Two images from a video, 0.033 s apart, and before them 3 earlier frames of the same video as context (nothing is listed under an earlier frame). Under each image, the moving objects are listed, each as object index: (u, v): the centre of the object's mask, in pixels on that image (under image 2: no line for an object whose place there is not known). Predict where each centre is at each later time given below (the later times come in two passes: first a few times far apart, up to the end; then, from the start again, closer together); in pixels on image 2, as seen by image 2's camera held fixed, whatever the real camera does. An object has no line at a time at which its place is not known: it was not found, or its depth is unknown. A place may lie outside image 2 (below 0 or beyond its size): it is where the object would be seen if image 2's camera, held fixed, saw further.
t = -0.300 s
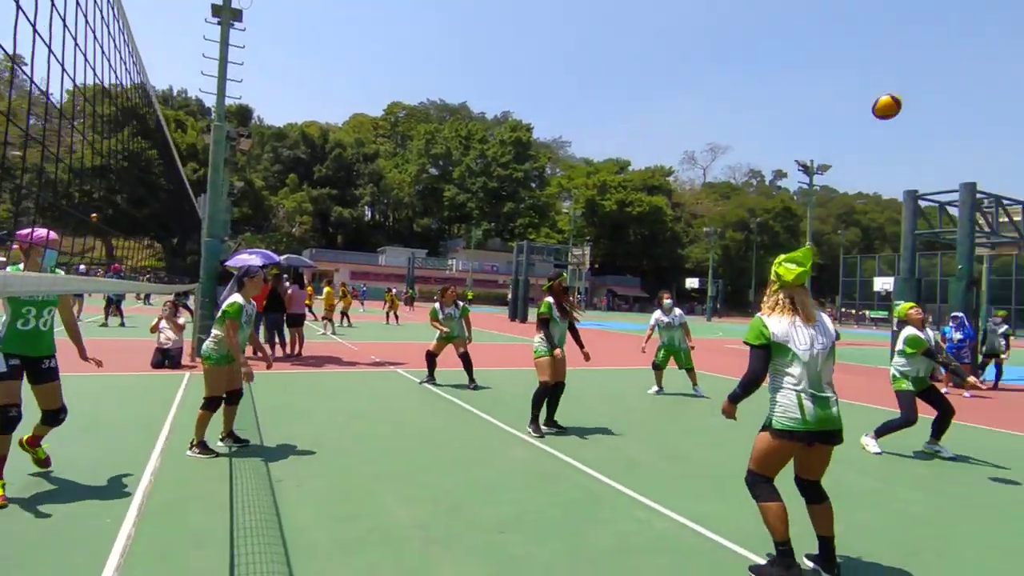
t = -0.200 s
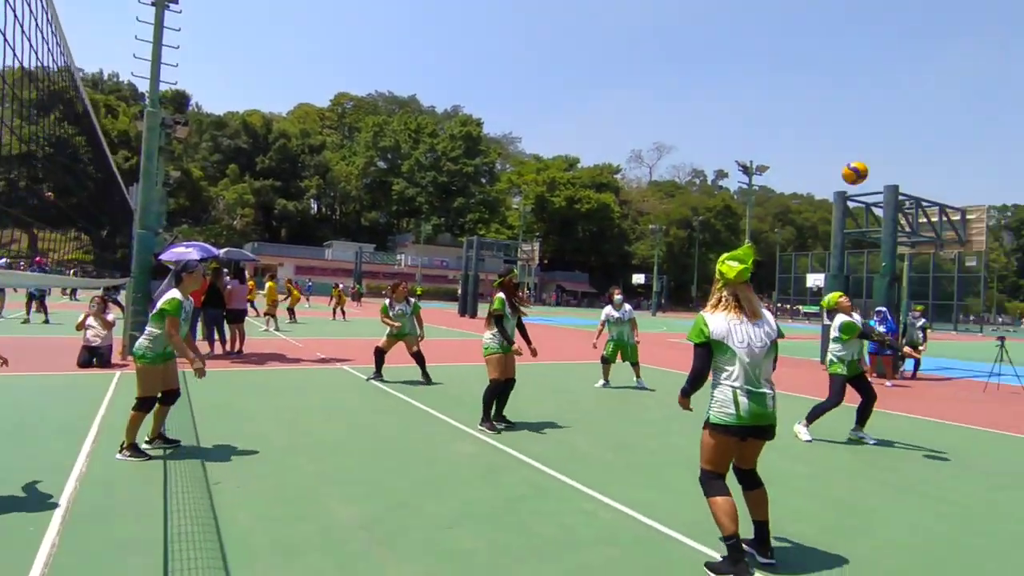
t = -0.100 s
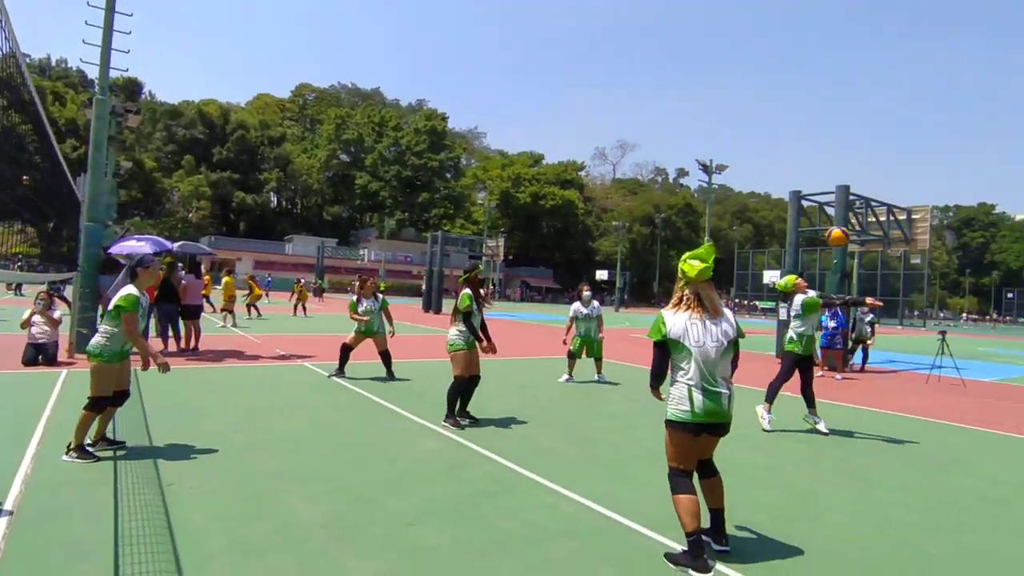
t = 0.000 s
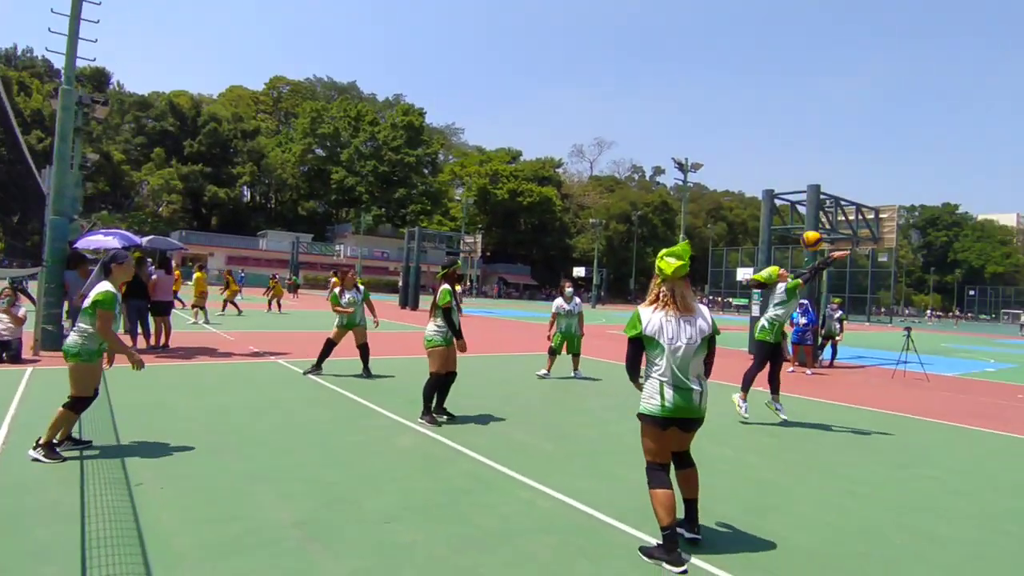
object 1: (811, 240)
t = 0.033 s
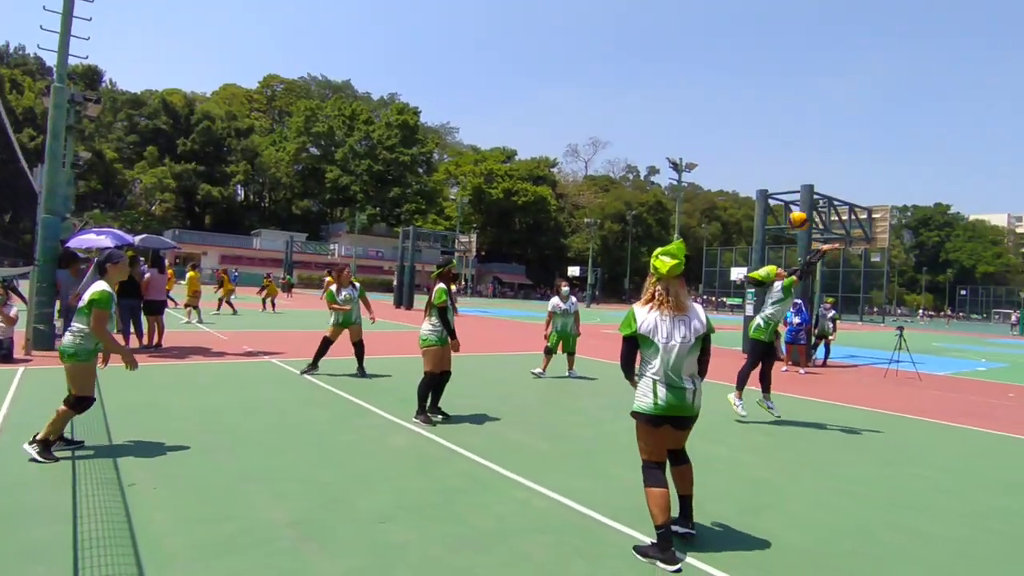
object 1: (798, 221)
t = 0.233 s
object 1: (753, 121)
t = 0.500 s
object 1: (689, 38)
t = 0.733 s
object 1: (625, 22)
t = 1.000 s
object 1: (543, 72)
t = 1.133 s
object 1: (498, 130)
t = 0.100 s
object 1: (783, 183)
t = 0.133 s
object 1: (775, 167)
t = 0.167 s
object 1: (768, 151)
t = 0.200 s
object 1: (761, 135)
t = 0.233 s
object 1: (753, 121)
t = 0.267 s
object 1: (746, 107)
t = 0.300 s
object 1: (738, 94)
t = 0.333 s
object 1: (731, 82)
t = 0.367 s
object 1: (723, 71)
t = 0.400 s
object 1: (714, 61)
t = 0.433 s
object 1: (706, 53)
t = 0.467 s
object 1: (698, 45)
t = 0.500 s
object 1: (689, 38)
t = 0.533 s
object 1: (680, 32)
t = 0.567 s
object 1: (671, 28)
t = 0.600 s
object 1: (663, 24)
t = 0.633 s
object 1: (653, 22)
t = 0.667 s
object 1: (644, 21)
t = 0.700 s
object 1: (634, 21)
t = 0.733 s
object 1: (625, 22)
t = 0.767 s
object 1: (615, 24)
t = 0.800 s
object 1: (605, 27)
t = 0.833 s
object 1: (595, 32)
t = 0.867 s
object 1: (585, 37)
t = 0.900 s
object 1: (575, 43)
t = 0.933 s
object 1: (564, 52)
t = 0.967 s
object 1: (553, 61)
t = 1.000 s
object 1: (543, 72)
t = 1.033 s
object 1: (532, 84)
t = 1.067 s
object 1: (521, 98)
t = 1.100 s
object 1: (509, 113)
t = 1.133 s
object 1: (498, 130)
